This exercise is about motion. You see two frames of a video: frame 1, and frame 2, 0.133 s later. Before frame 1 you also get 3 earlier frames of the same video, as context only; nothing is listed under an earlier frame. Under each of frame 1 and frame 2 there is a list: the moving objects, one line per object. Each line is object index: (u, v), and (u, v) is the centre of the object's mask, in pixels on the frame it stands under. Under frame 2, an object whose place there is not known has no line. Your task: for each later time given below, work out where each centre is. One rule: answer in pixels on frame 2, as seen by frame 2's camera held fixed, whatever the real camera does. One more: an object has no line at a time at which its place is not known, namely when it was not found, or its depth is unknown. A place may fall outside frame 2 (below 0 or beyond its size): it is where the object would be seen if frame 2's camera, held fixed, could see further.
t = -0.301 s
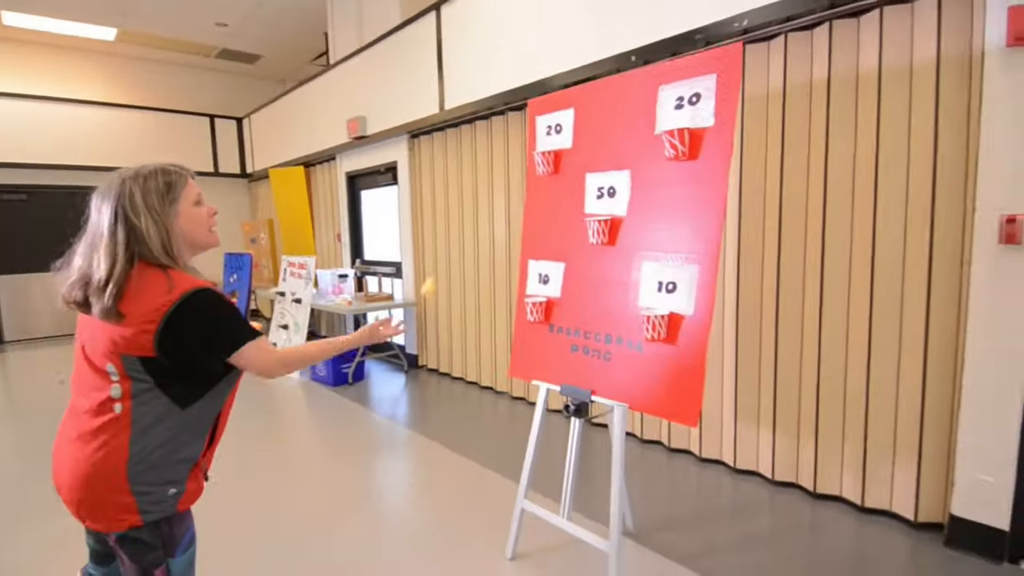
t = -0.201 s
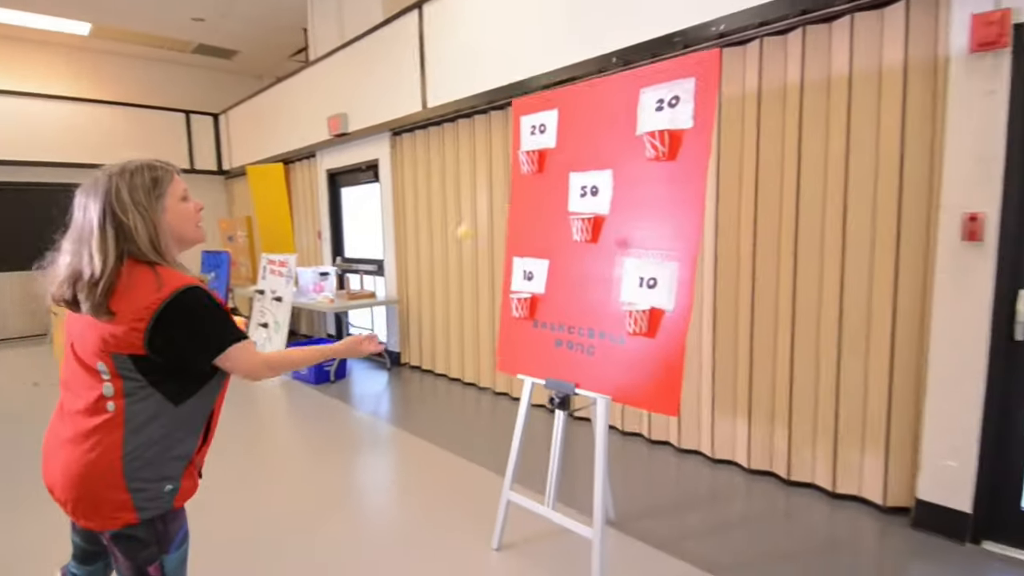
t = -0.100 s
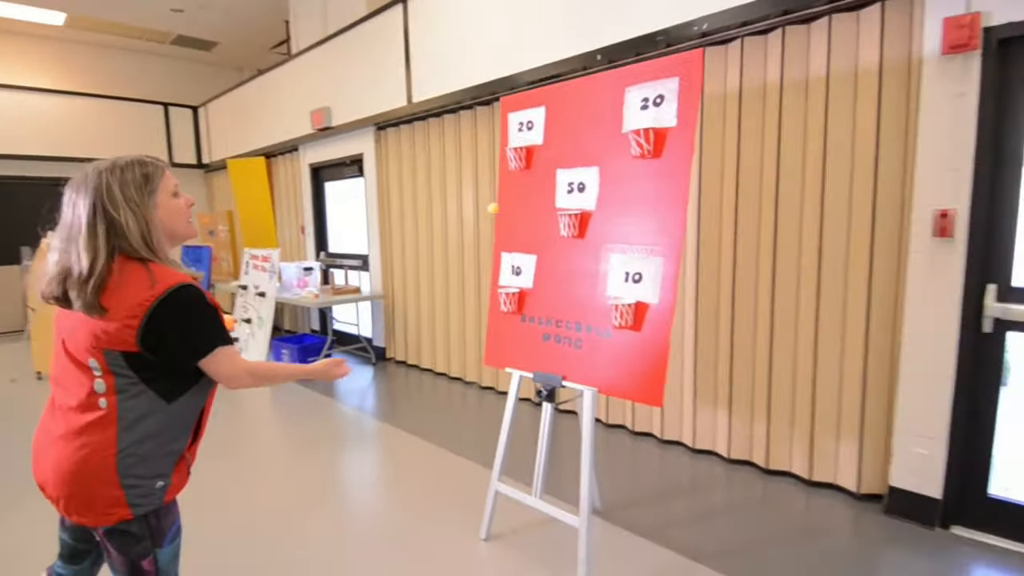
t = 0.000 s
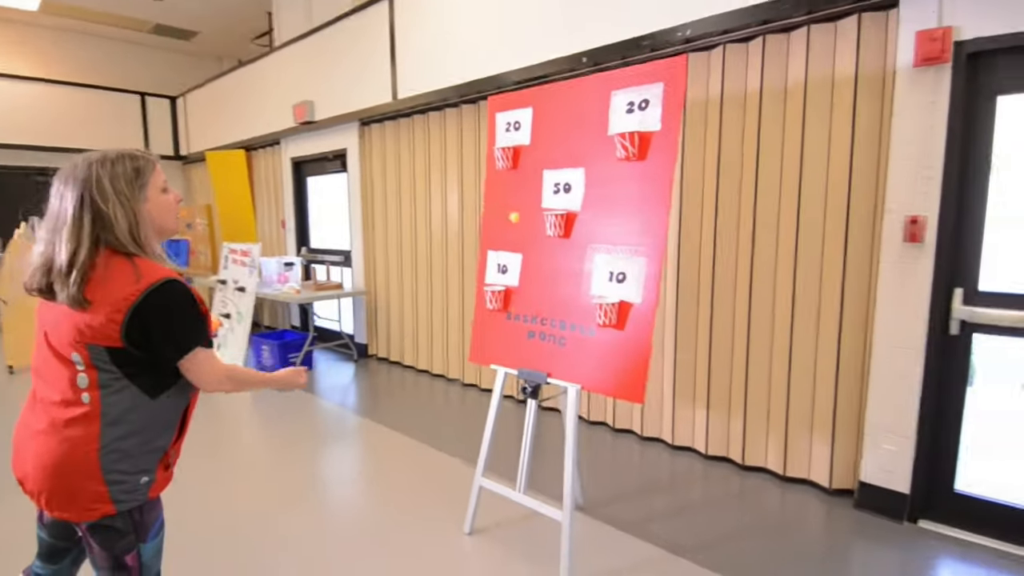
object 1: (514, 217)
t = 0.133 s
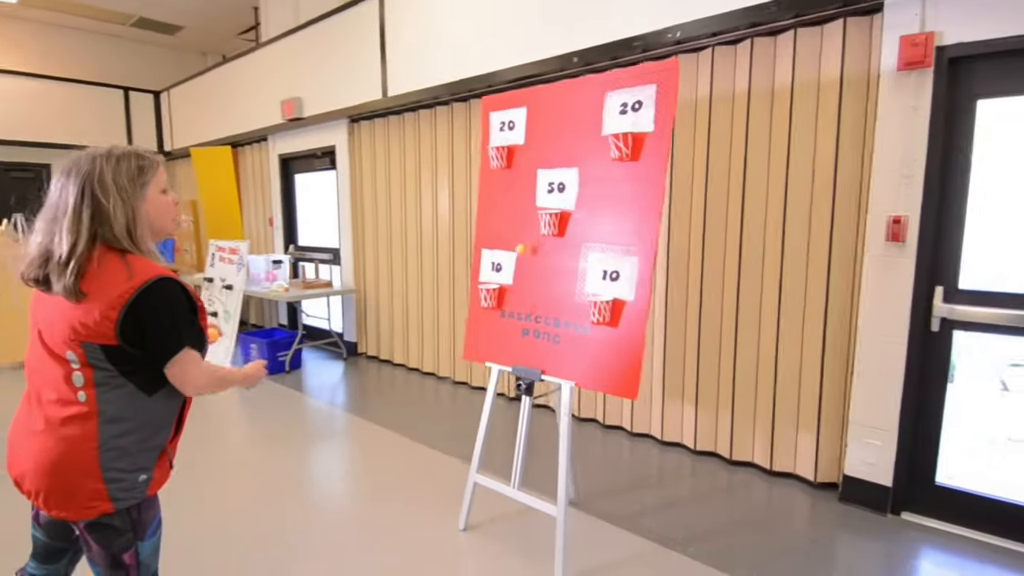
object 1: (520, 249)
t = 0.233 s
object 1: (507, 290)
